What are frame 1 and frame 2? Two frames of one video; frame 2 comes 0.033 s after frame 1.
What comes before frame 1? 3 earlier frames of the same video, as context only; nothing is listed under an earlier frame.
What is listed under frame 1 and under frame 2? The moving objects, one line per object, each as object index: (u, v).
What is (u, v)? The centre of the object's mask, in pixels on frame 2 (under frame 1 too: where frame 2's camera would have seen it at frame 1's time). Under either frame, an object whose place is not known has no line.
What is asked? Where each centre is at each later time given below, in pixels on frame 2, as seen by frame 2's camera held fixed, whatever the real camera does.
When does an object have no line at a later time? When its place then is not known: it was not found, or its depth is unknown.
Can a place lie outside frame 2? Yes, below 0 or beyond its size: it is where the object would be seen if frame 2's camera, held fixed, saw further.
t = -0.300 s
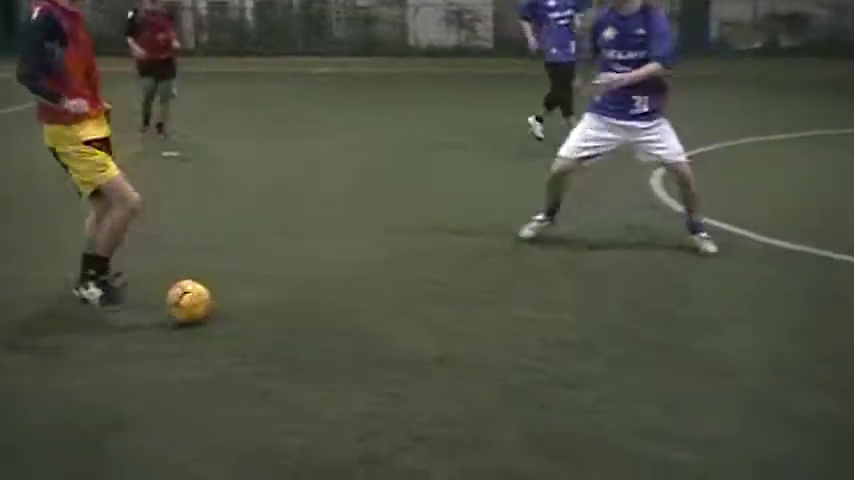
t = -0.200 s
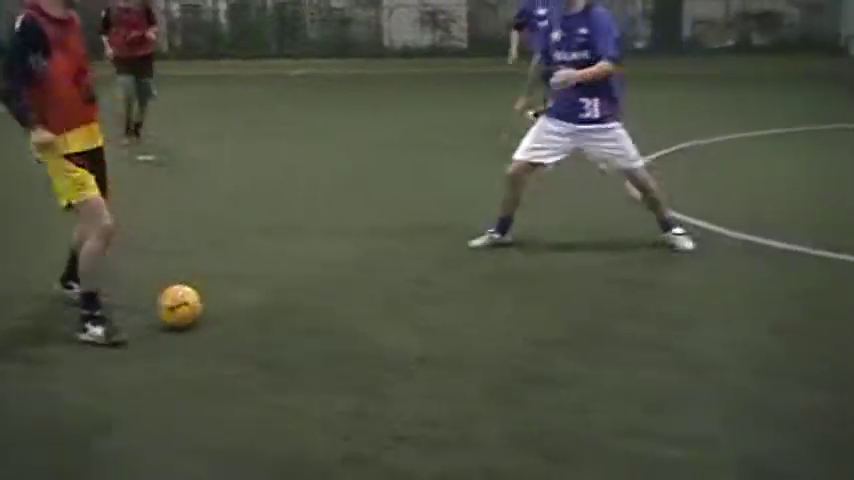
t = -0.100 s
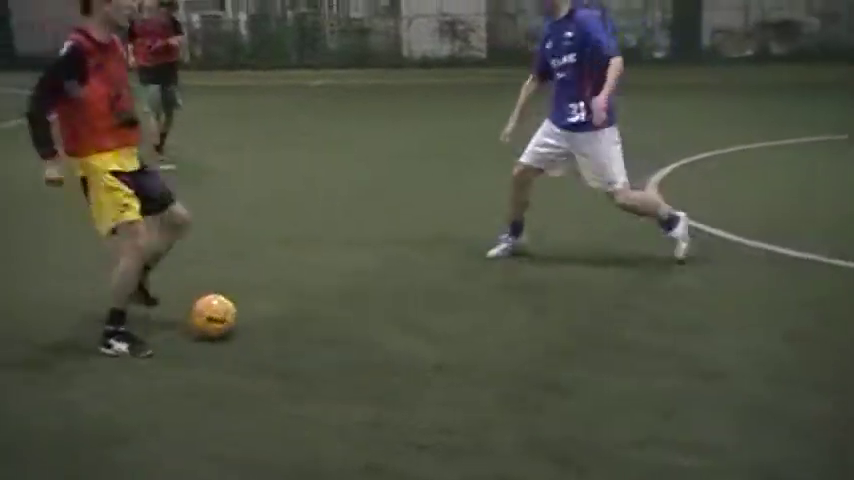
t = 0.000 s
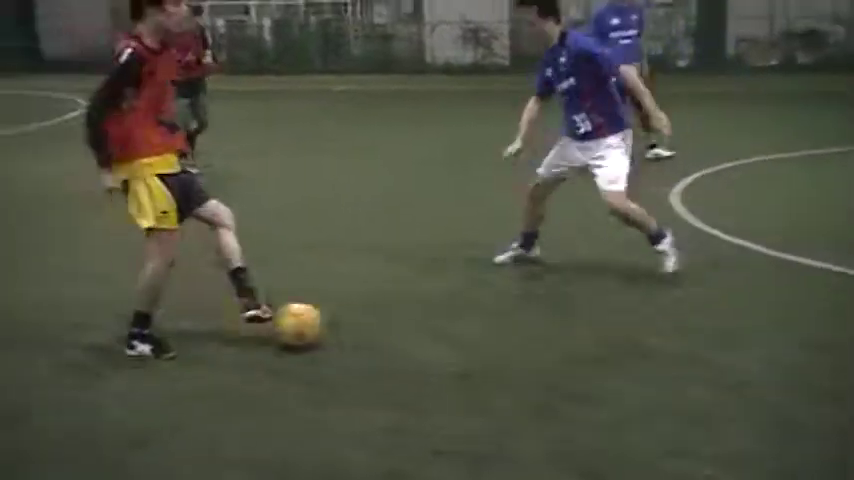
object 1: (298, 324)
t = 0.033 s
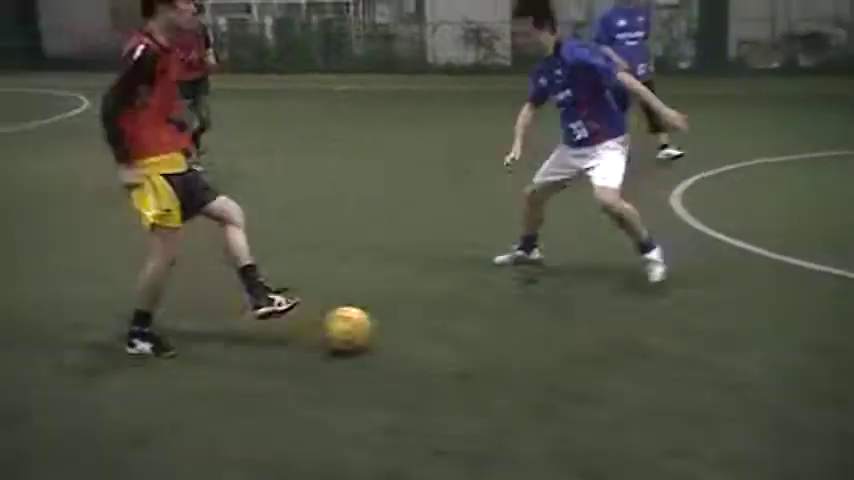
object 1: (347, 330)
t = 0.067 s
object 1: (396, 337)
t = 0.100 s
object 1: (446, 342)
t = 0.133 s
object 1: (496, 348)
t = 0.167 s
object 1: (546, 352)
